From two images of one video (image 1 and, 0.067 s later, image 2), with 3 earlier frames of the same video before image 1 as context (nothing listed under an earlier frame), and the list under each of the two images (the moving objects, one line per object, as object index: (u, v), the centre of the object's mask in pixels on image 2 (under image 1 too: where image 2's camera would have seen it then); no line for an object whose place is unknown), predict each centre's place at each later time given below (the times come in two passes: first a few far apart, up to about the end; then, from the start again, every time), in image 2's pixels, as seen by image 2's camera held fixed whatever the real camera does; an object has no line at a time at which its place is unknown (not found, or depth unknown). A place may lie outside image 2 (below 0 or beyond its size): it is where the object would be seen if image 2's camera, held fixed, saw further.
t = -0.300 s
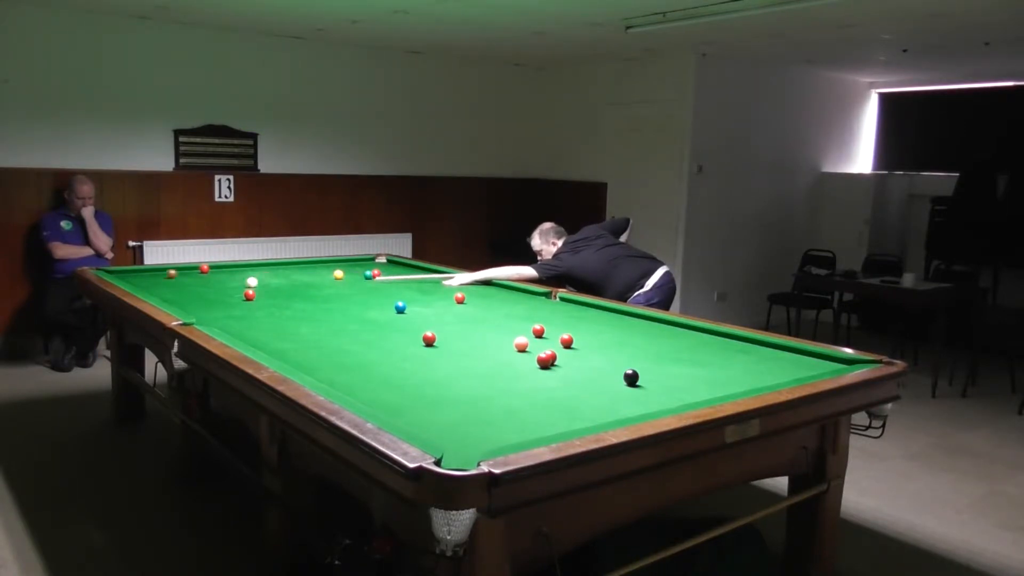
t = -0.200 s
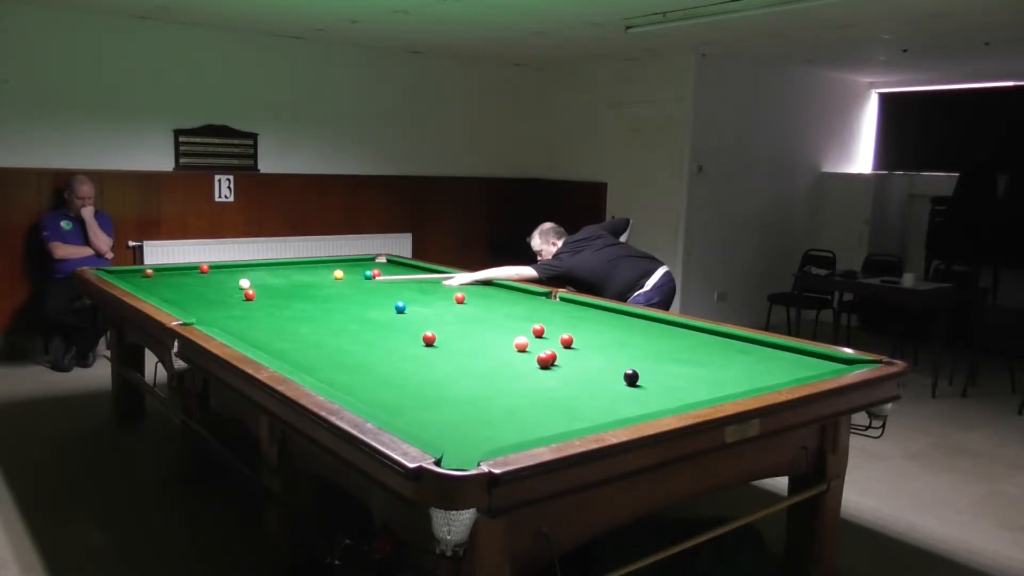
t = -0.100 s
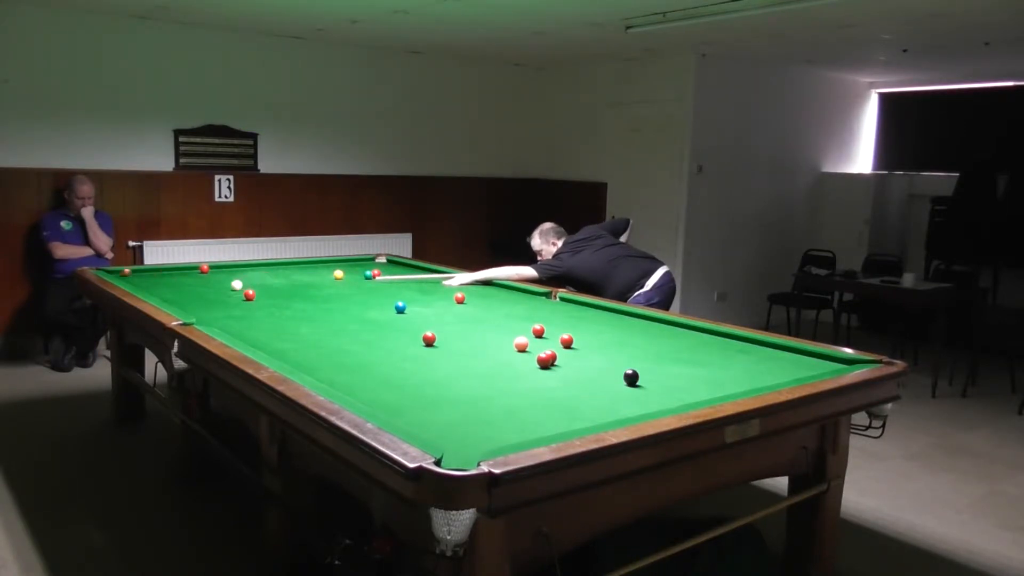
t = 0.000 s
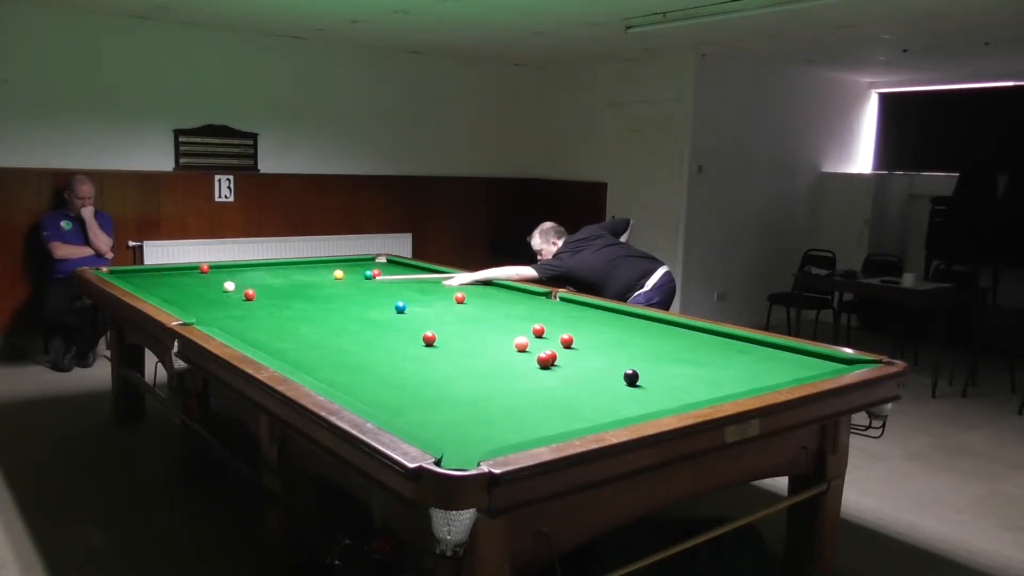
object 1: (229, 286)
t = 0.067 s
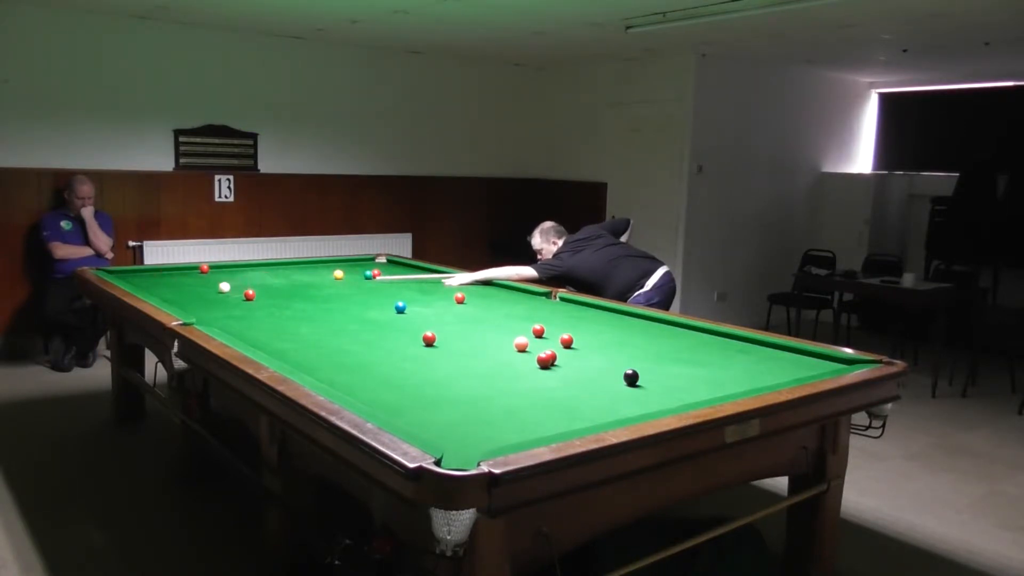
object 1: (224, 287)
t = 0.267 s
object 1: (209, 290)
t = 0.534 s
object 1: (188, 294)
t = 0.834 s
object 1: (164, 297)
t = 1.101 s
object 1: (179, 300)
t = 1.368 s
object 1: (199, 300)
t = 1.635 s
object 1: (220, 301)
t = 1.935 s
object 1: (240, 302)
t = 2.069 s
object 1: (248, 303)
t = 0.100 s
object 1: (221, 288)
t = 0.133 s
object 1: (220, 288)
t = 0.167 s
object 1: (217, 288)
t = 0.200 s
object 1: (213, 289)
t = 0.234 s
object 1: (212, 289)
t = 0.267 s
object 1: (209, 290)
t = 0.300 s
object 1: (205, 291)
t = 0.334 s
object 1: (204, 291)
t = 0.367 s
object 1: (201, 291)
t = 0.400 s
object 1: (198, 292)
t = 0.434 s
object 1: (196, 292)
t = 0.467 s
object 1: (193, 293)
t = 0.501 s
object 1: (190, 293)
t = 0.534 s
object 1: (188, 294)
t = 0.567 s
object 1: (185, 294)
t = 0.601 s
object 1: (182, 295)
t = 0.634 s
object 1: (180, 295)
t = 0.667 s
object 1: (177, 296)
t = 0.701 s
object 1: (174, 296)
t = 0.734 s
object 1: (171, 297)
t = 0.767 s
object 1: (169, 297)
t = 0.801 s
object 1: (167, 297)
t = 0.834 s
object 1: (164, 297)
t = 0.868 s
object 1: (162, 298)
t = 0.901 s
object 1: (164, 298)
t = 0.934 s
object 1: (167, 298)
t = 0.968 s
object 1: (169, 298)
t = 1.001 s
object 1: (172, 299)
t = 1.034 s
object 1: (175, 299)
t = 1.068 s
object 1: (176, 299)
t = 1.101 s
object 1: (179, 300)
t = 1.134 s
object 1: (183, 300)
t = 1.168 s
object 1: (184, 300)
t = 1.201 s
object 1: (187, 300)
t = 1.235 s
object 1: (190, 300)
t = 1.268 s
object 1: (192, 300)
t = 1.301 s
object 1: (195, 300)
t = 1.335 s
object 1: (198, 301)
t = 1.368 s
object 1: (199, 300)
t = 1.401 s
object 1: (202, 301)
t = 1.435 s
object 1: (205, 301)
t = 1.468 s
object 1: (207, 301)
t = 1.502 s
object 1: (210, 301)
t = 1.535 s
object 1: (213, 301)
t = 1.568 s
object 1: (214, 301)
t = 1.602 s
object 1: (217, 301)
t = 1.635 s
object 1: (220, 301)
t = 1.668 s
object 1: (221, 301)
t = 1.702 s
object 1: (224, 302)
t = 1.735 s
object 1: (227, 302)
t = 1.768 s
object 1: (228, 302)
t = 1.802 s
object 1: (231, 302)
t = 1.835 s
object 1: (233, 302)
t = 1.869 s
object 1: (235, 302)
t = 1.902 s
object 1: (237, 302)
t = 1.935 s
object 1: (240, 302)
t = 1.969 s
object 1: (241, 302)
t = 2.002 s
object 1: (244, 303)
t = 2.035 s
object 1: (246, 303)
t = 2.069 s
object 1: (248, 303)
